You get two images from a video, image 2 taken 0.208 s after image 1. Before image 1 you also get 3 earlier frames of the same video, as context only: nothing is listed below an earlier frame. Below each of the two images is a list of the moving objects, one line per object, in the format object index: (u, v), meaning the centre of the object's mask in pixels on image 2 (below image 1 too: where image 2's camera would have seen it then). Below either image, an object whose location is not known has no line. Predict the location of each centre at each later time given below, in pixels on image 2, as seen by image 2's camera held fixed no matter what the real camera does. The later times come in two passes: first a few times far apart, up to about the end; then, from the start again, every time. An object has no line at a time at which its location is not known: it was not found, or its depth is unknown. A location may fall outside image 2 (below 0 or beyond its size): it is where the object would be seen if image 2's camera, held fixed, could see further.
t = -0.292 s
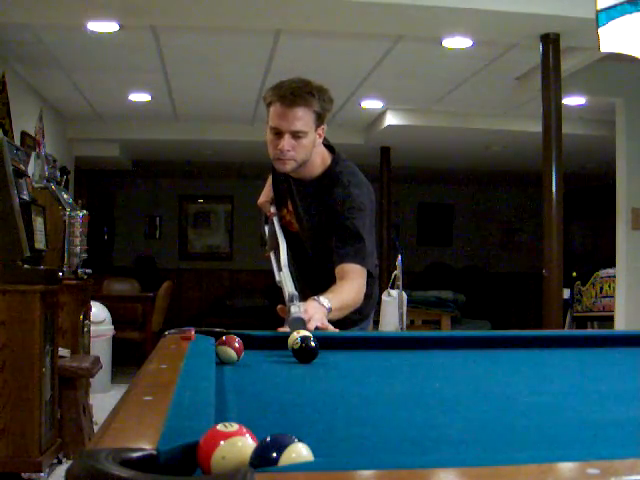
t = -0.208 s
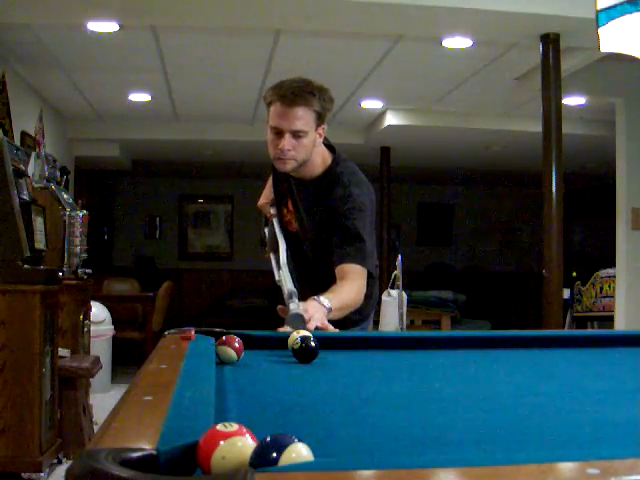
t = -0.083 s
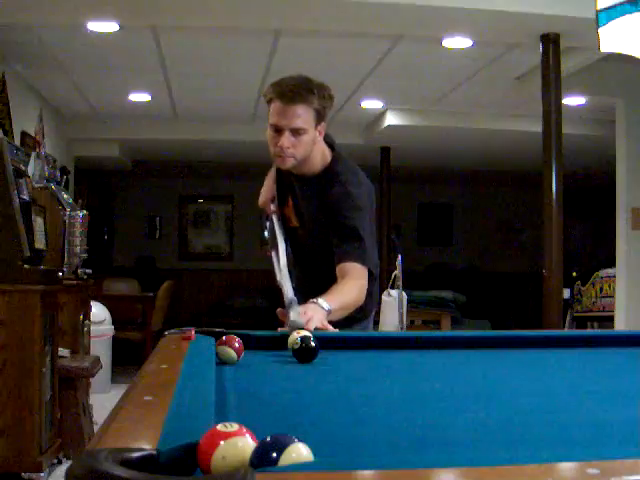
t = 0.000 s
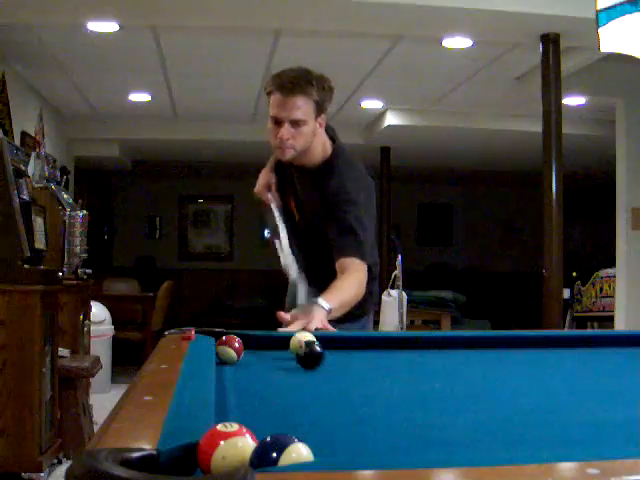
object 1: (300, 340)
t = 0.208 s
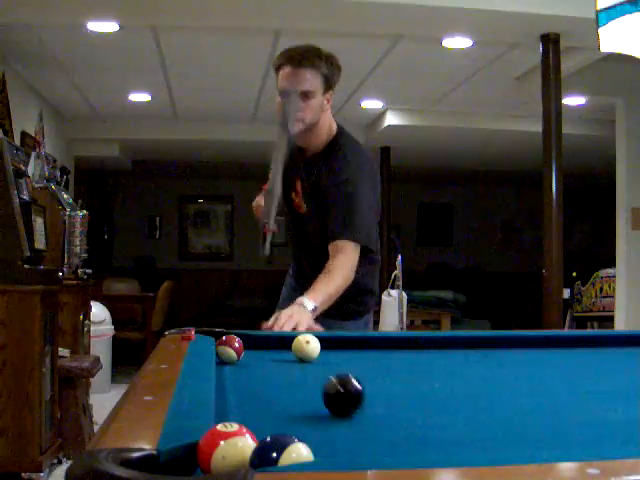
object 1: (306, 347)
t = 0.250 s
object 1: (306, 347)
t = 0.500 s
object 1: (310, 350)
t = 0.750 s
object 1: (314, 351)
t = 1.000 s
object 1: (318, 349)
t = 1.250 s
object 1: (320, 353)
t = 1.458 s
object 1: (344, 352)
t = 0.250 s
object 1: (306, 347)
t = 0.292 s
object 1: (307, 348)
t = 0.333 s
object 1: (308, 348)
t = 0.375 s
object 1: (308, 348)
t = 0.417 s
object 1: (309, 349)
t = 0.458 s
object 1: (309, 349)
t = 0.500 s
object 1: (310, 350)
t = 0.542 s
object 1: (311, 350)
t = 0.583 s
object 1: (312, 350)
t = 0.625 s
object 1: (312, 351)
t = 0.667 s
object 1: (313, 351)
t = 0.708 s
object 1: (314, 351)
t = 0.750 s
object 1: (314, 351)
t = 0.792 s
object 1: (315, 352)
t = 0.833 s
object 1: (315, 352)
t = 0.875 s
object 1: (316, 351)
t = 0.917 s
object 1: (316, 350)
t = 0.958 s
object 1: (317, 349)
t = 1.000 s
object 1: (318, 349)
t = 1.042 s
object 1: (319, 350)
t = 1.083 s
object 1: (320, 350)
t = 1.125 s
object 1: (321, 351)
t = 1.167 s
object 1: (320, 352)
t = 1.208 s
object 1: (320, 353)
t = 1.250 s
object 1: (320, 353)
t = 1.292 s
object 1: (325, 353)
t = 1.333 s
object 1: (330, 353)
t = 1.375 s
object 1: (335, 353)
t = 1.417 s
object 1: (339, 353)
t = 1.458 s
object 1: (344, 352)
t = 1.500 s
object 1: (348, 352)
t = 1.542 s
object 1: (352, 352)
